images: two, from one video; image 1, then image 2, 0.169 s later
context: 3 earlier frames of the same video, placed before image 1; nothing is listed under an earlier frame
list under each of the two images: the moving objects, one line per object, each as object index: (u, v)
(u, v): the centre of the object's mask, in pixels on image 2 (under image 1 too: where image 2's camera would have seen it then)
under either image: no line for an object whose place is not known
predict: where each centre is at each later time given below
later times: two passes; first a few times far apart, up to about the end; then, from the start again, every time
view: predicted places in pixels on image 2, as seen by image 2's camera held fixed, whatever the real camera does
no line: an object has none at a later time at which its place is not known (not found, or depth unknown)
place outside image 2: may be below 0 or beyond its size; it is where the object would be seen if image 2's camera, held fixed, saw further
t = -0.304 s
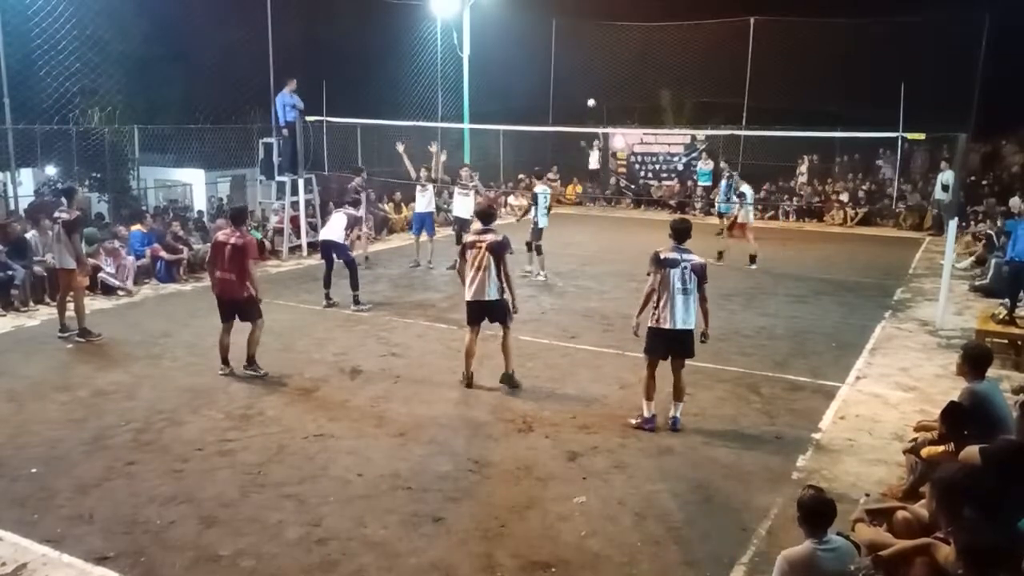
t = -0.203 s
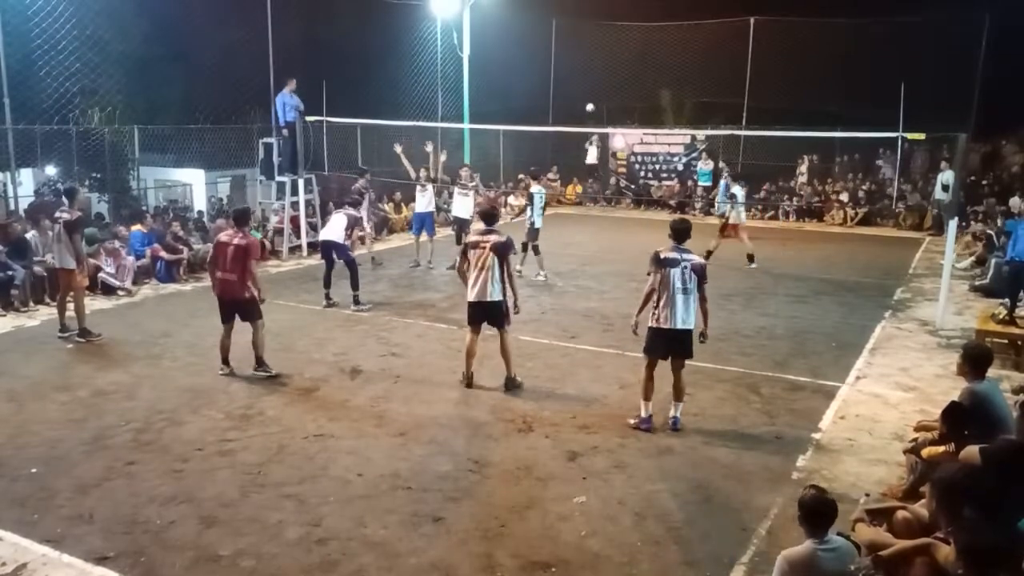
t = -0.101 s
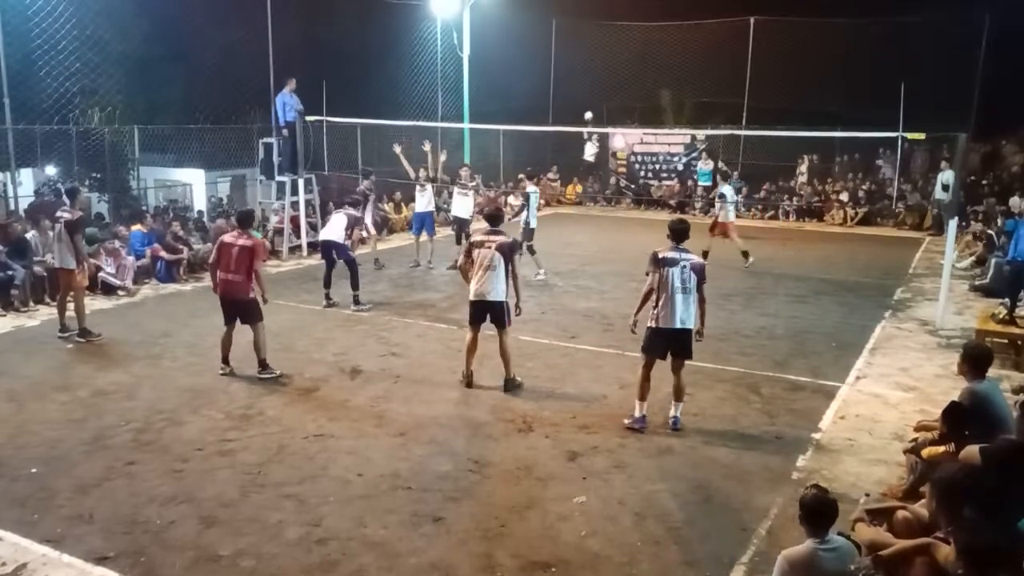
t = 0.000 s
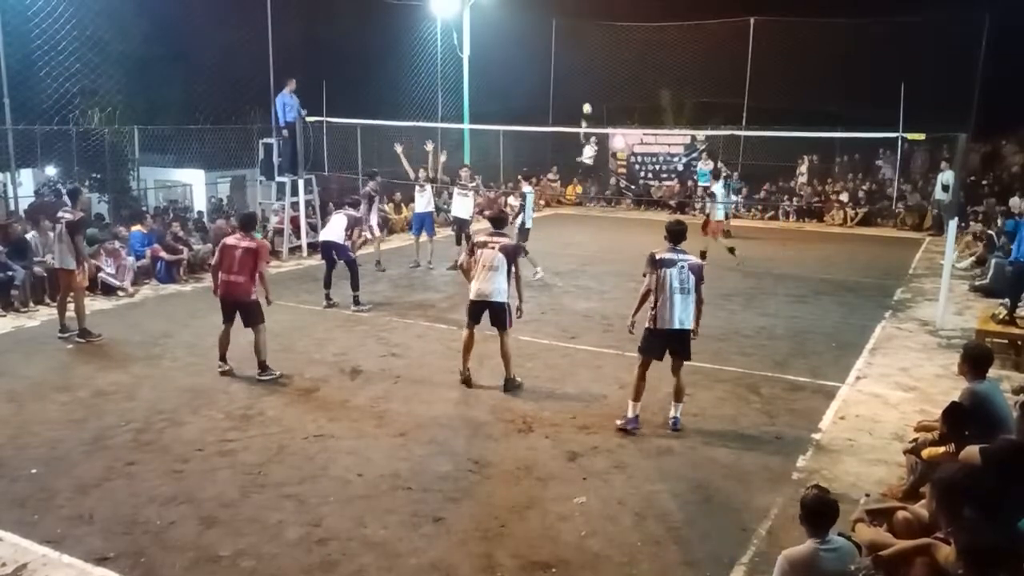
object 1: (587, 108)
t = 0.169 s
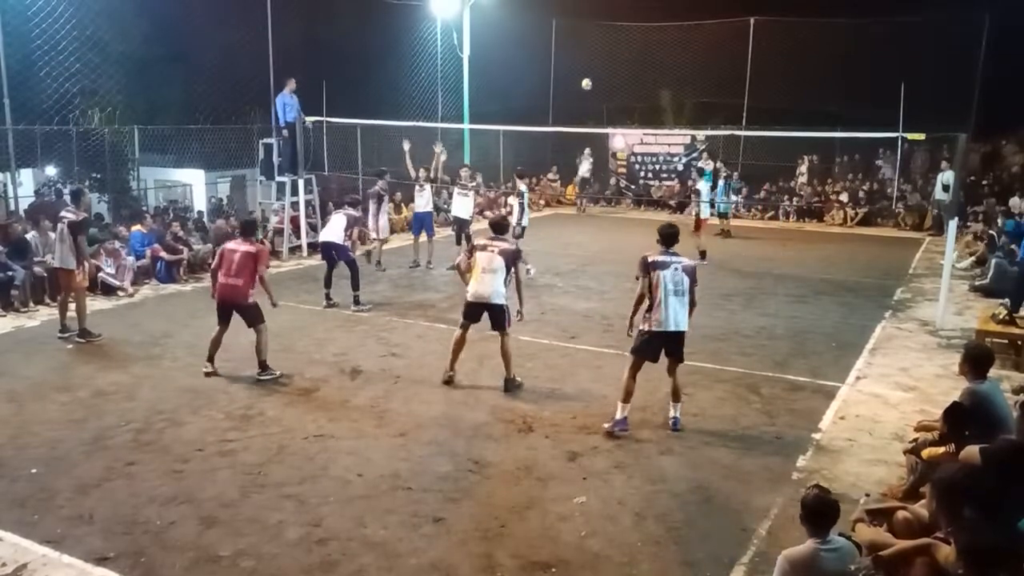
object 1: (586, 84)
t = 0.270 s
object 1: (588, 74)
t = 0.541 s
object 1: (592, 73)
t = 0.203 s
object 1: (586, 80)
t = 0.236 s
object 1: (587, 76)
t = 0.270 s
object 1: (588, 74)
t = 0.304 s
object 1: (588, 72)
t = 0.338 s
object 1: (588, 70)
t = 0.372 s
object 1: (588, 69)
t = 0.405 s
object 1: (589, 69)
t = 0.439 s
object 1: (590, 69)
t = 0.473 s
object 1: (590, 69)
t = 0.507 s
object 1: (591, 70)
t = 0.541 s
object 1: (592, 73)
